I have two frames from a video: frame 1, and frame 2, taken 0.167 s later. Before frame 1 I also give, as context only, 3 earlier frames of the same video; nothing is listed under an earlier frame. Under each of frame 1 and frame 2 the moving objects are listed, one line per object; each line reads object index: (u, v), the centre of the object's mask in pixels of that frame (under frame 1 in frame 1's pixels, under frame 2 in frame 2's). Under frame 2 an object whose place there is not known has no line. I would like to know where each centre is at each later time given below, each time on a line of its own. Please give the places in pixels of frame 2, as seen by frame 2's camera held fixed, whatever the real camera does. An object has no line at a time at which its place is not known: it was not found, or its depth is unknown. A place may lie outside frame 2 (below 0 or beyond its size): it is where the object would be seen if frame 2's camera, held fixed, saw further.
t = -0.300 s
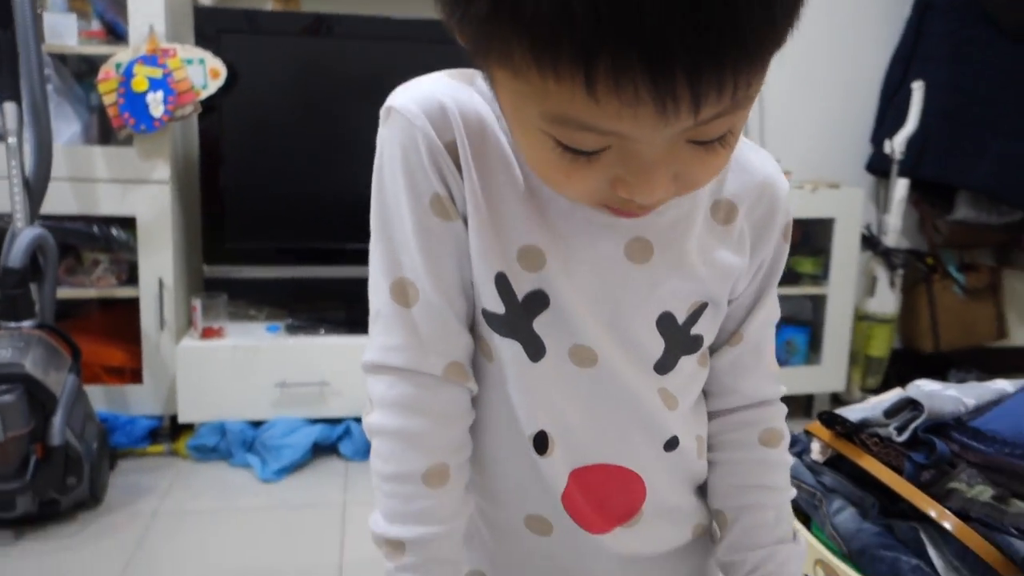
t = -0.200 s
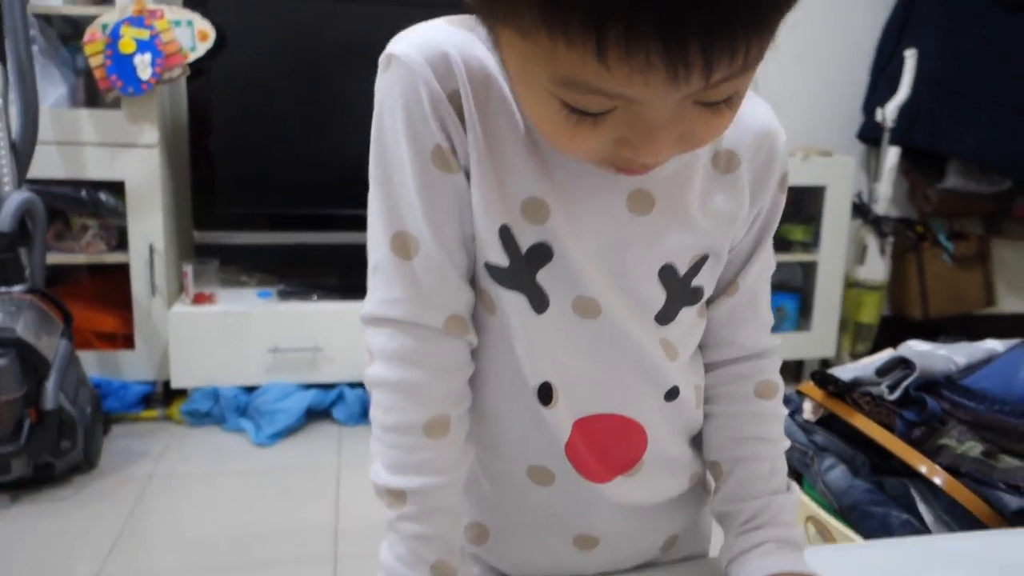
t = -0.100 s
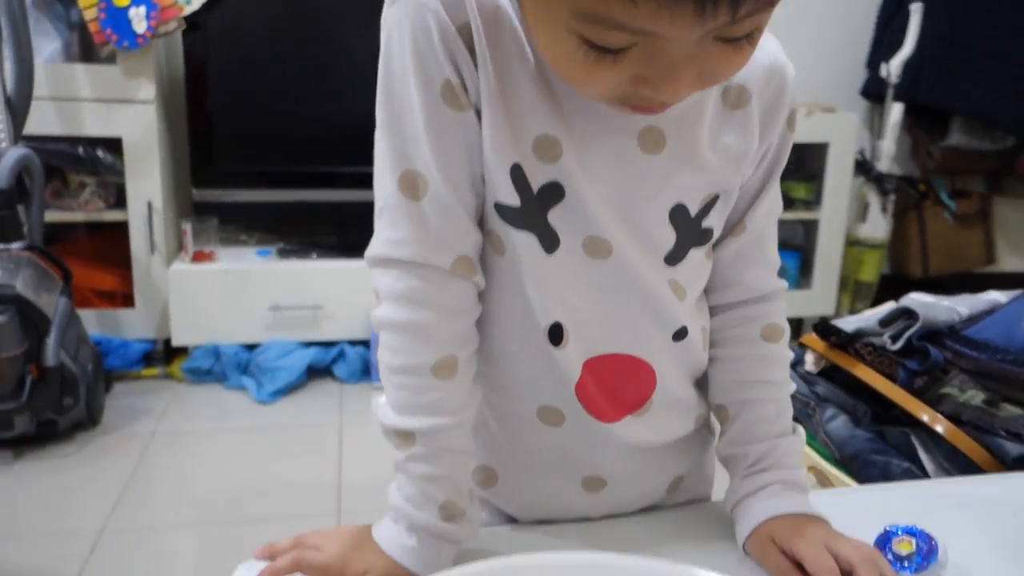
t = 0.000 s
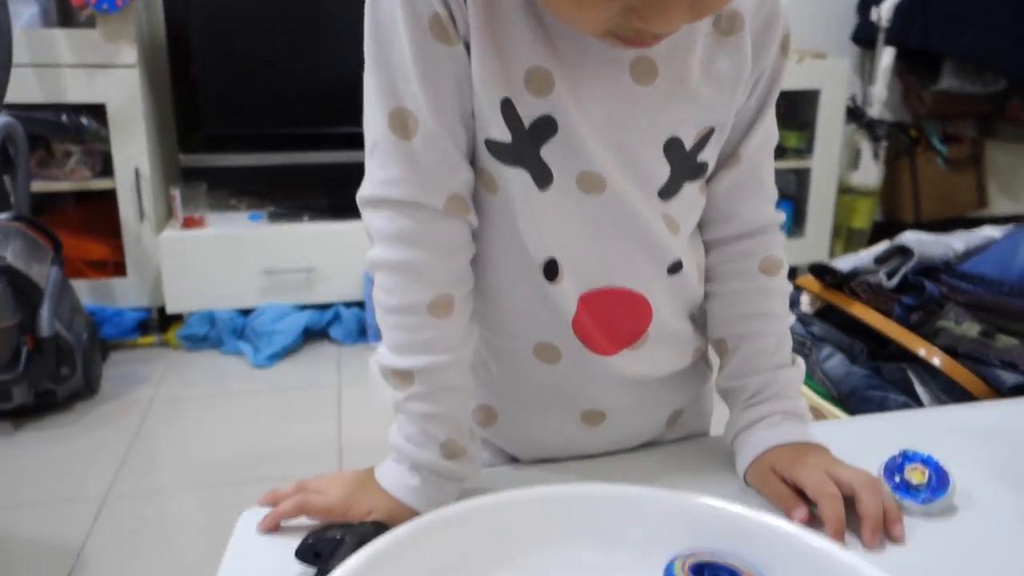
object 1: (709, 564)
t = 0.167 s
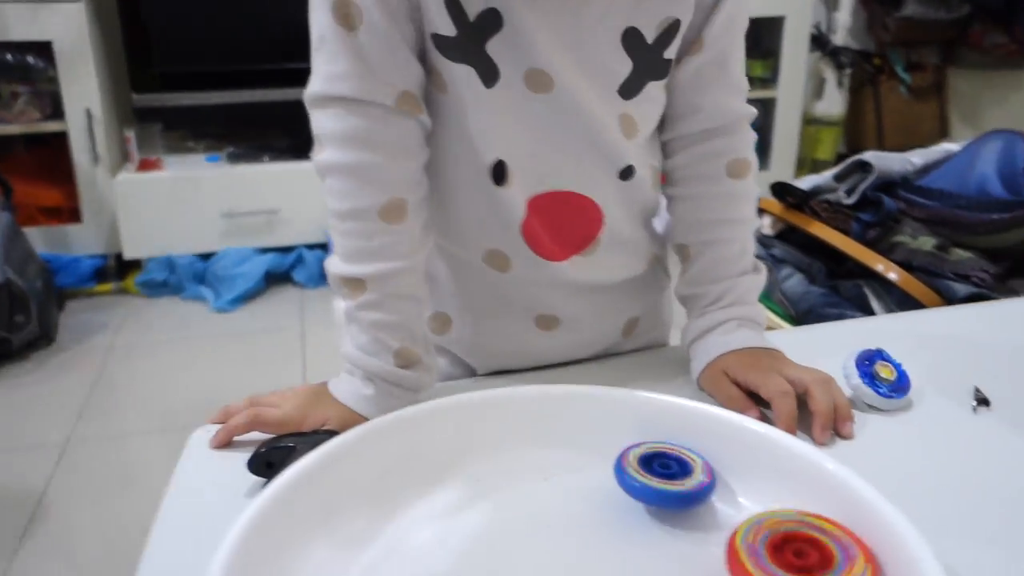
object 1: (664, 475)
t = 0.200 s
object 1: (666, 476)
